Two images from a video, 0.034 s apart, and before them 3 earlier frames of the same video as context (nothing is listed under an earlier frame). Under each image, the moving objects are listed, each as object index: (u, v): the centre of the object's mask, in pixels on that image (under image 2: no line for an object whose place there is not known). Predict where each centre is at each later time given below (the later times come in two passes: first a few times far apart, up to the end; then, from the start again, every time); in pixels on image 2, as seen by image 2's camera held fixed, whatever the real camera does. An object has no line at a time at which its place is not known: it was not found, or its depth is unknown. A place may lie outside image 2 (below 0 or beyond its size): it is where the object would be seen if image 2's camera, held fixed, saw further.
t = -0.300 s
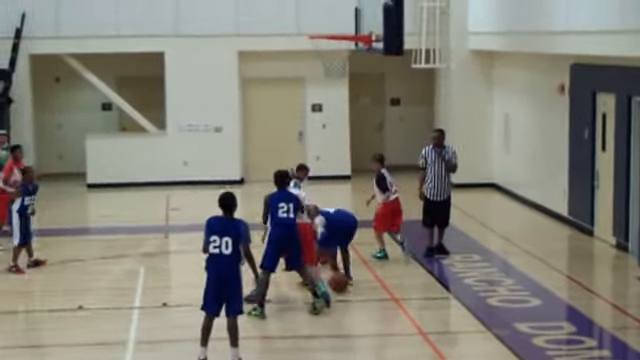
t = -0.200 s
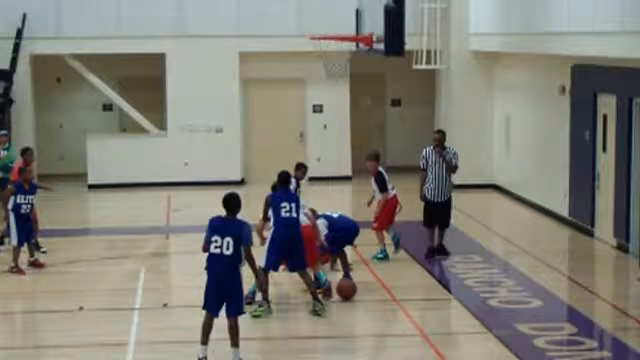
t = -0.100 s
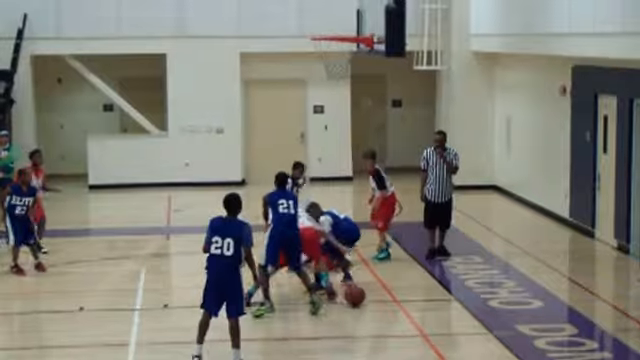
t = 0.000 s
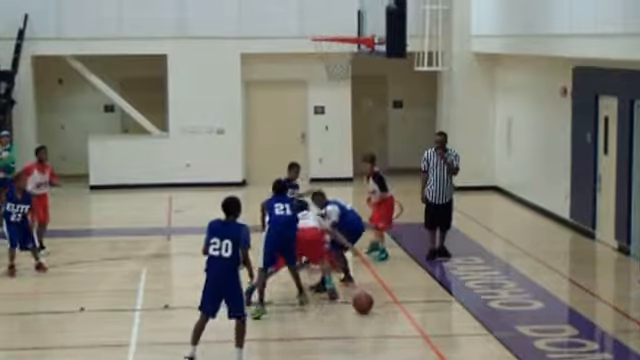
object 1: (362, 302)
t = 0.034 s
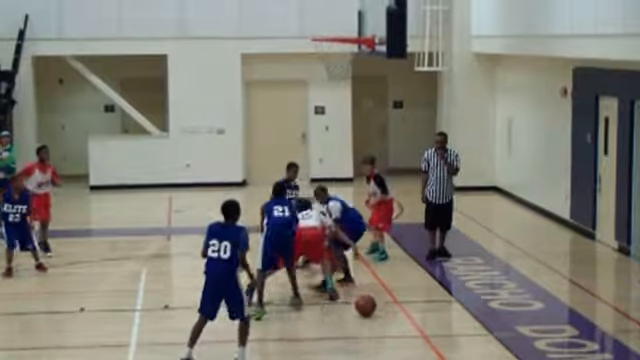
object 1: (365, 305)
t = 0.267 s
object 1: (383, 321)
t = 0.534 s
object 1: (408, 342)
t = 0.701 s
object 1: (425, 357)
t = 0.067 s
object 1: (367, 306)
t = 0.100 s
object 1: (370, 309)
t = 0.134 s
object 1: (372, 312)
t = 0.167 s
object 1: (375, 314)
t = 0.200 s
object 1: (378, 316)
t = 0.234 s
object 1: (381, 319)
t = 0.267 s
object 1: (383, 321)
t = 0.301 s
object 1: (386, 323)
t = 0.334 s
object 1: (389, 326)
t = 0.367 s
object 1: (392, 329)
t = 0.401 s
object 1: (396, 331)
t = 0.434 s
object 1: (399, 334)
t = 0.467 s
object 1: (402, 336)
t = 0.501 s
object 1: (405, 339)
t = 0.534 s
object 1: (408, 342)
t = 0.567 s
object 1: (411, 344)
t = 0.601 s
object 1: (415, 348)
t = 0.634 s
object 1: (418, 350)
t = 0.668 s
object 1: (422, 354)
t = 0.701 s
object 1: (425, 357)
